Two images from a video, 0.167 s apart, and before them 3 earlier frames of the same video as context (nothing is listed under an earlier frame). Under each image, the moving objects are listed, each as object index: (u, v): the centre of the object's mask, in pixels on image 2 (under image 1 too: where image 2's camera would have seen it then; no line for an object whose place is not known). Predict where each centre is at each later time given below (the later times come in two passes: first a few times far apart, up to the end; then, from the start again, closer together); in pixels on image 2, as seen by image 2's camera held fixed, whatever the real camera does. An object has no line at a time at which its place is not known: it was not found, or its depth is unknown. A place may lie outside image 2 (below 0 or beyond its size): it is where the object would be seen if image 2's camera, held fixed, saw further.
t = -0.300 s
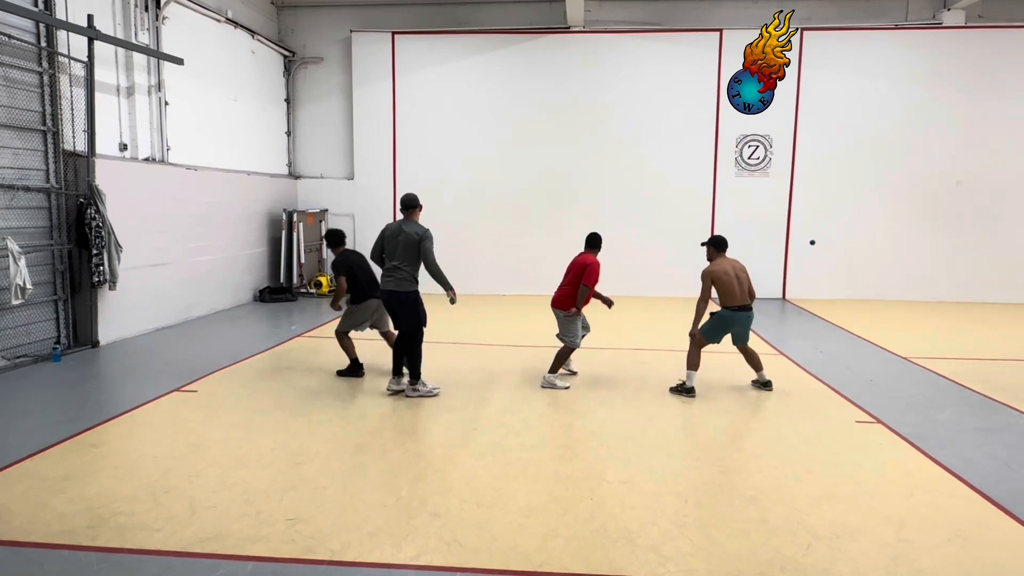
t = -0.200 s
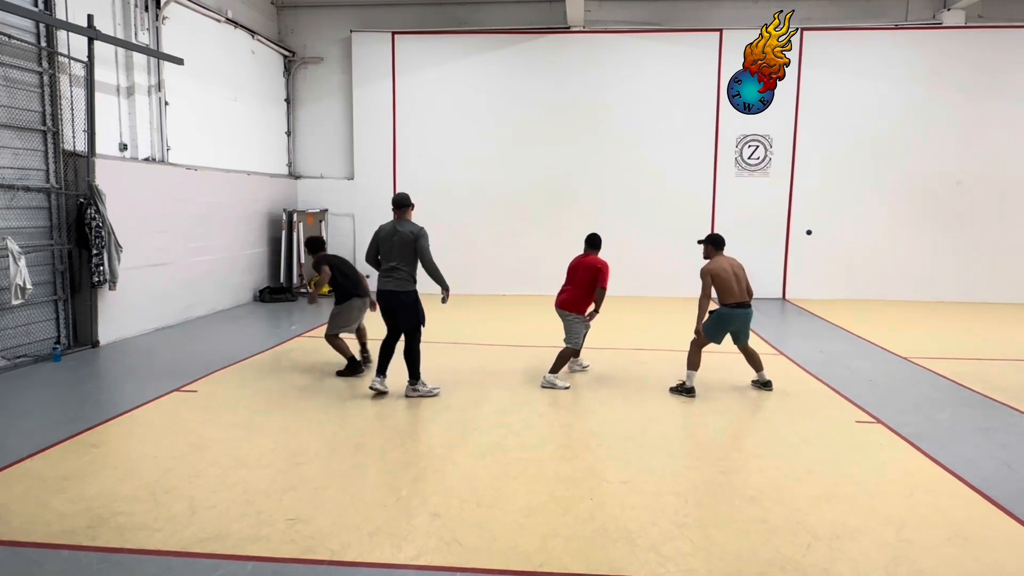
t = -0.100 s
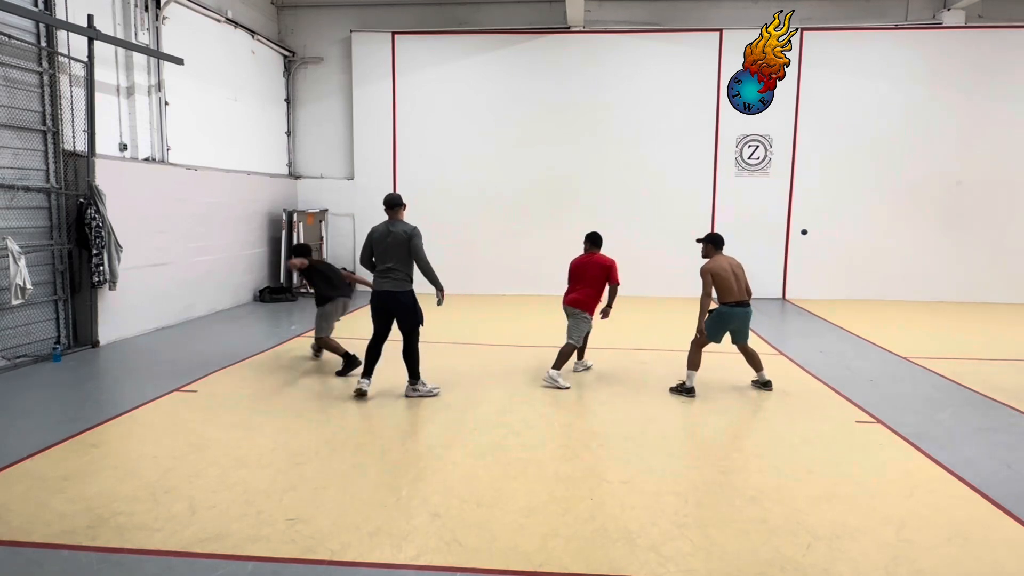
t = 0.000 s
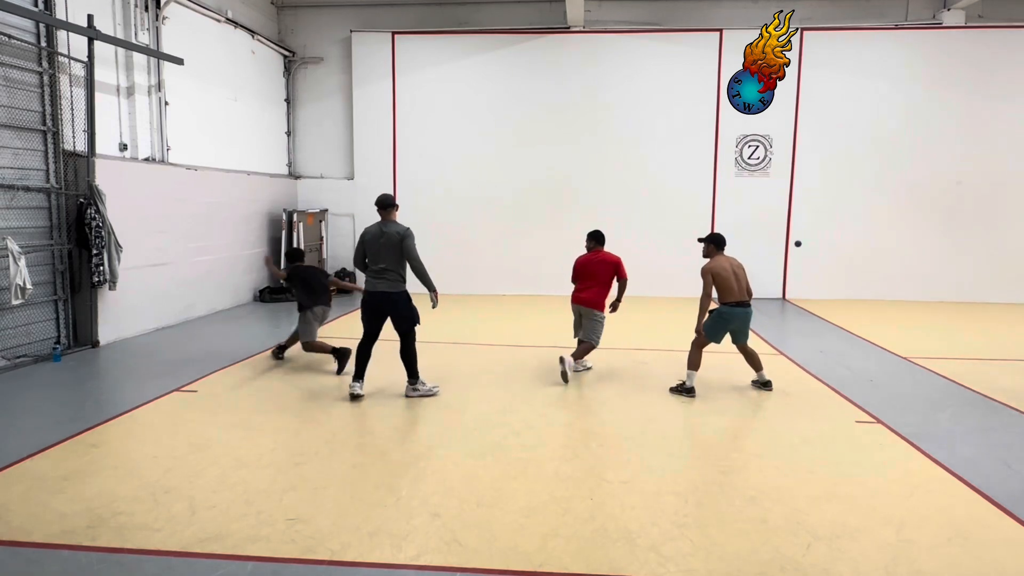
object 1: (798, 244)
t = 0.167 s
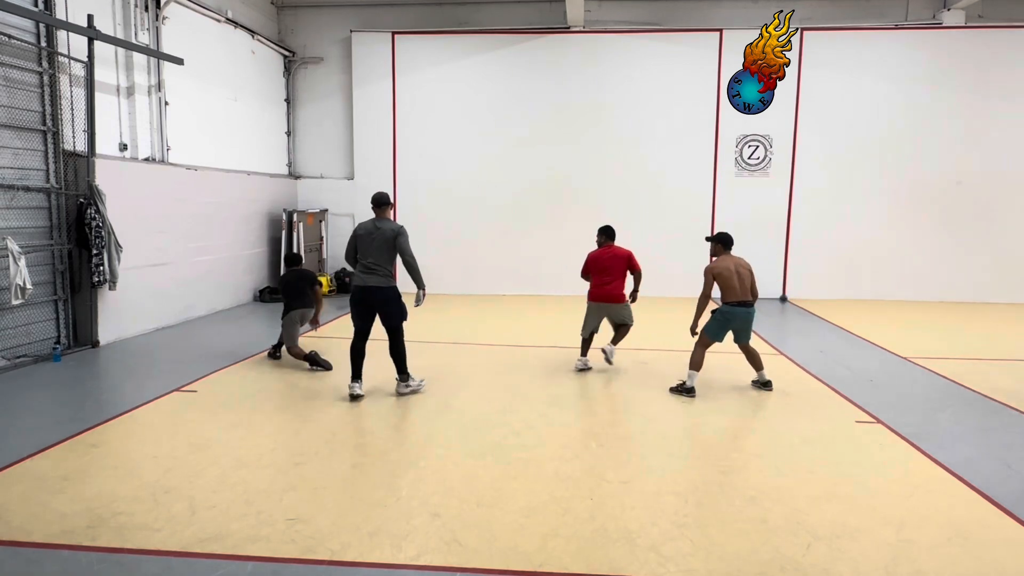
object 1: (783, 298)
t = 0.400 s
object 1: (750, 486)
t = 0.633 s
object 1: (717, 429)
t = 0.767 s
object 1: (683, 412)
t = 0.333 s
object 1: (761, 416)
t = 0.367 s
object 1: (756, 450)
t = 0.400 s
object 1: (750, 486)
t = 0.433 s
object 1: (745, 503)
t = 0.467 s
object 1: (742, 488)
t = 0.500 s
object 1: (738, 474)
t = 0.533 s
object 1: (734, 461)
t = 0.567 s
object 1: (729, 449)
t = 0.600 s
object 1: (723, 439)
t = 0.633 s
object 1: (717, 429)
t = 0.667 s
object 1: (710, 422)
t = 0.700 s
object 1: (702, 416)
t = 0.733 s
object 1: (693, 413)
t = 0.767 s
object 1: (683, 412)
